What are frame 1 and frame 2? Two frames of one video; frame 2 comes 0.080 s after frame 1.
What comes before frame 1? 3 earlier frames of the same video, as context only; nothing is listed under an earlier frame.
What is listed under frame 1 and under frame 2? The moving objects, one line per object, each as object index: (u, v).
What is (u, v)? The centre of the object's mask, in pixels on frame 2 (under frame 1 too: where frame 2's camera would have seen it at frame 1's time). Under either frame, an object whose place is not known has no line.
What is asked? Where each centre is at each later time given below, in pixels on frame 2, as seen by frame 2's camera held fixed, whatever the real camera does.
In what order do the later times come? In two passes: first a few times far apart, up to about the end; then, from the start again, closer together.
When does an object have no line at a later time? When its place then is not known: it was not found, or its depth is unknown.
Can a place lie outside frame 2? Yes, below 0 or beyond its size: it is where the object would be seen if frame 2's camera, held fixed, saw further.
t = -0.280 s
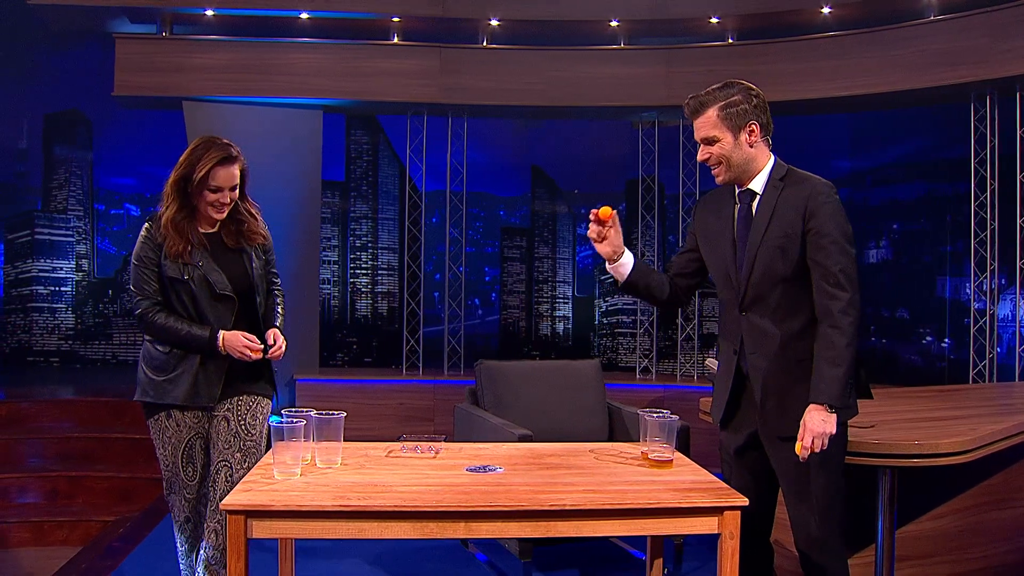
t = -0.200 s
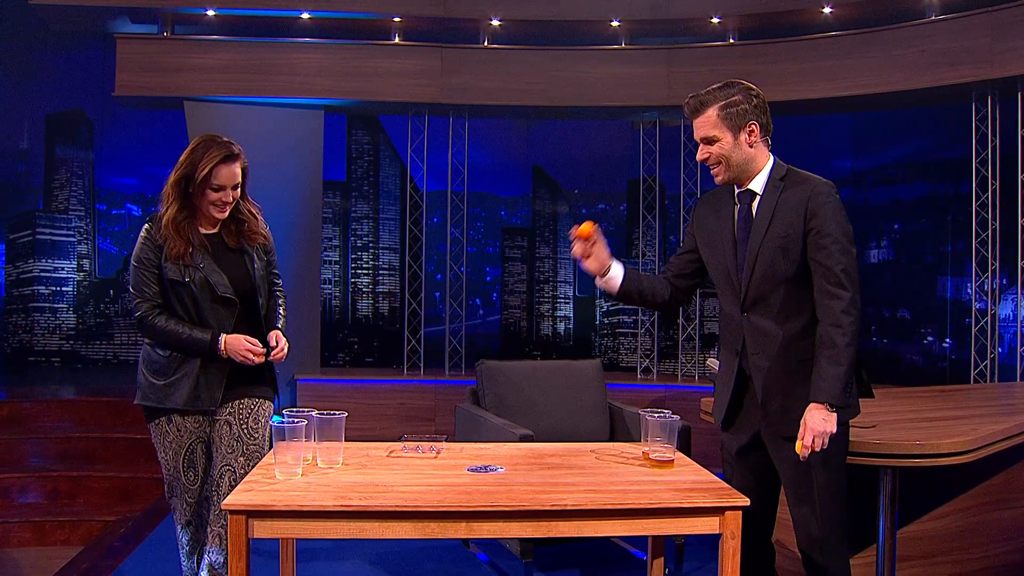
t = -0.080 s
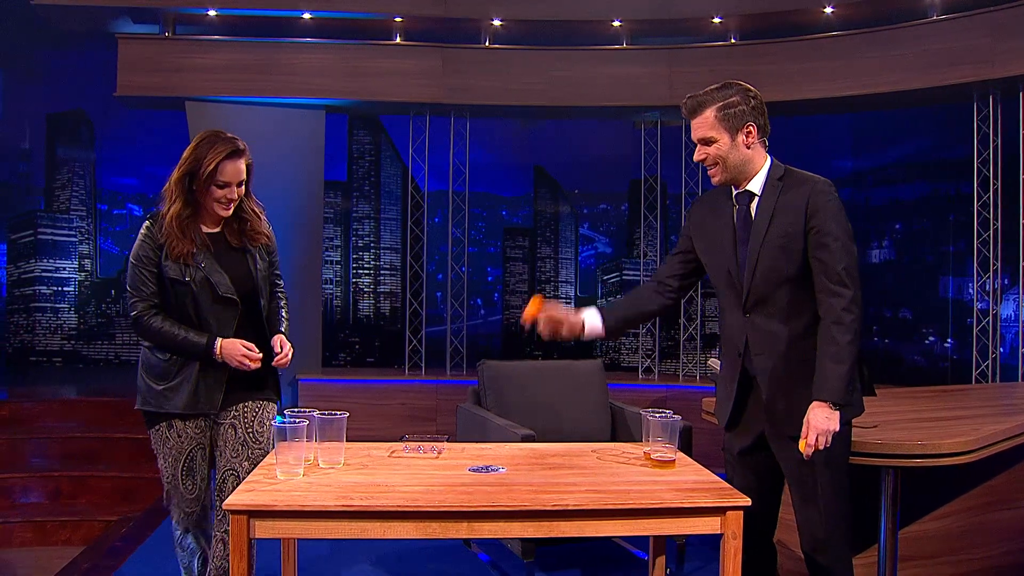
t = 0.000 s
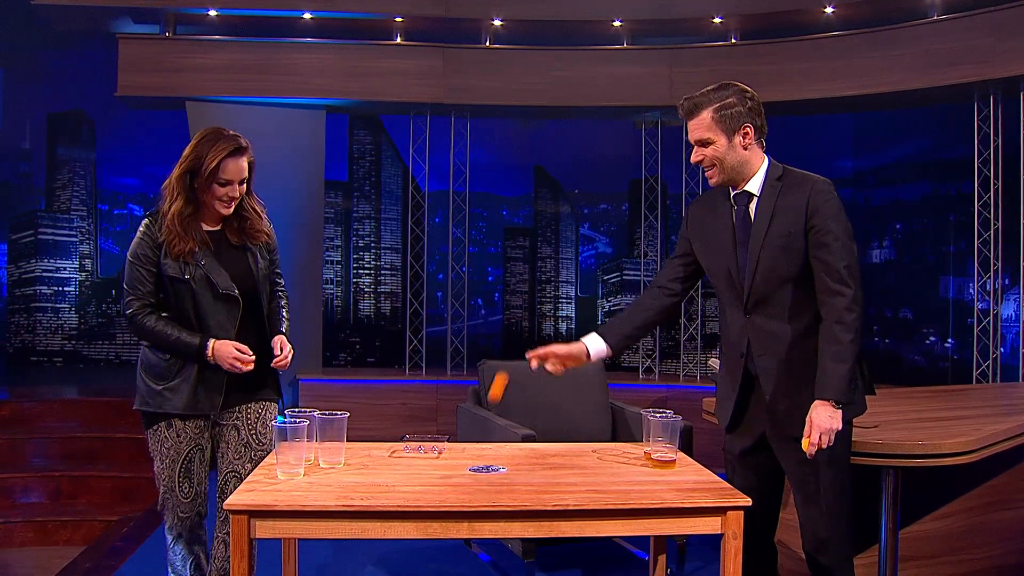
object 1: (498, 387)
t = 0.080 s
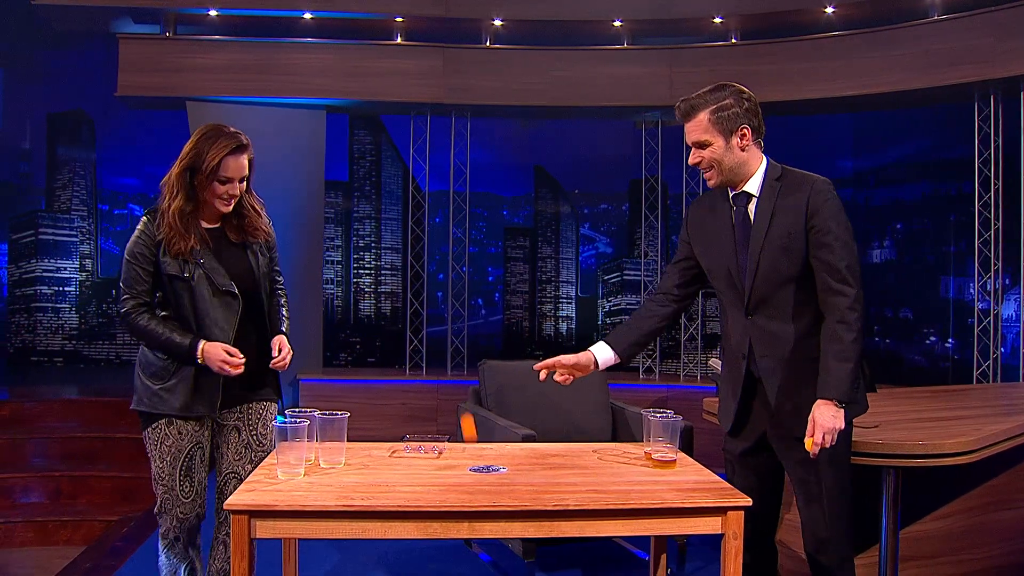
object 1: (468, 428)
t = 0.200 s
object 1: (443, 329)
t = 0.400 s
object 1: (401, 282)
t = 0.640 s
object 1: (354, 404)
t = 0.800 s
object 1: (400, 405)
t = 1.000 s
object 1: (437, 428)
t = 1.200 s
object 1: (461, 442)
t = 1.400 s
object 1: (485, 439)
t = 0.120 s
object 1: (460, 389)
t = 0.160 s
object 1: (452, 356)
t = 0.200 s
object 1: (443, 329)
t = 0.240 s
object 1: (435, 308)
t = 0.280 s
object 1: (426, 293)
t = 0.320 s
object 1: (418, 283)
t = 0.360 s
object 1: (409, 280)
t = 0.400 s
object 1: (401, 282)
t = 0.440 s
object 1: (392, 289)
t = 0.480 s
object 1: (384, 303)
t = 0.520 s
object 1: (376, 322)
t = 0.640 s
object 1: (354, 404)
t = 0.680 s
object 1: (366, 397)
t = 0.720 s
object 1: (378, 394)
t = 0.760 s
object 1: (389, 397)
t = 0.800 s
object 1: (400, 405)
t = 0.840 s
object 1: (411, 419)
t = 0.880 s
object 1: (420, 433)
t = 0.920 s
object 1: (426, 426)
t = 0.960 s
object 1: (432, 425)
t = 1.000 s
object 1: (437, 428)
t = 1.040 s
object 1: (443, 433)
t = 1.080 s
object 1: (447, 433)
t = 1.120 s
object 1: (452, 433)
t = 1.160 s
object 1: (457, 435)
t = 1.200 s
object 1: (461, 442)
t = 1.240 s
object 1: (466, 439)
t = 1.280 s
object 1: (471, 435)
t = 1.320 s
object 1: (476, 435)
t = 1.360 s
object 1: (480, 439)
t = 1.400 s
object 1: (485, 439)
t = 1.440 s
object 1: (490, 435)
